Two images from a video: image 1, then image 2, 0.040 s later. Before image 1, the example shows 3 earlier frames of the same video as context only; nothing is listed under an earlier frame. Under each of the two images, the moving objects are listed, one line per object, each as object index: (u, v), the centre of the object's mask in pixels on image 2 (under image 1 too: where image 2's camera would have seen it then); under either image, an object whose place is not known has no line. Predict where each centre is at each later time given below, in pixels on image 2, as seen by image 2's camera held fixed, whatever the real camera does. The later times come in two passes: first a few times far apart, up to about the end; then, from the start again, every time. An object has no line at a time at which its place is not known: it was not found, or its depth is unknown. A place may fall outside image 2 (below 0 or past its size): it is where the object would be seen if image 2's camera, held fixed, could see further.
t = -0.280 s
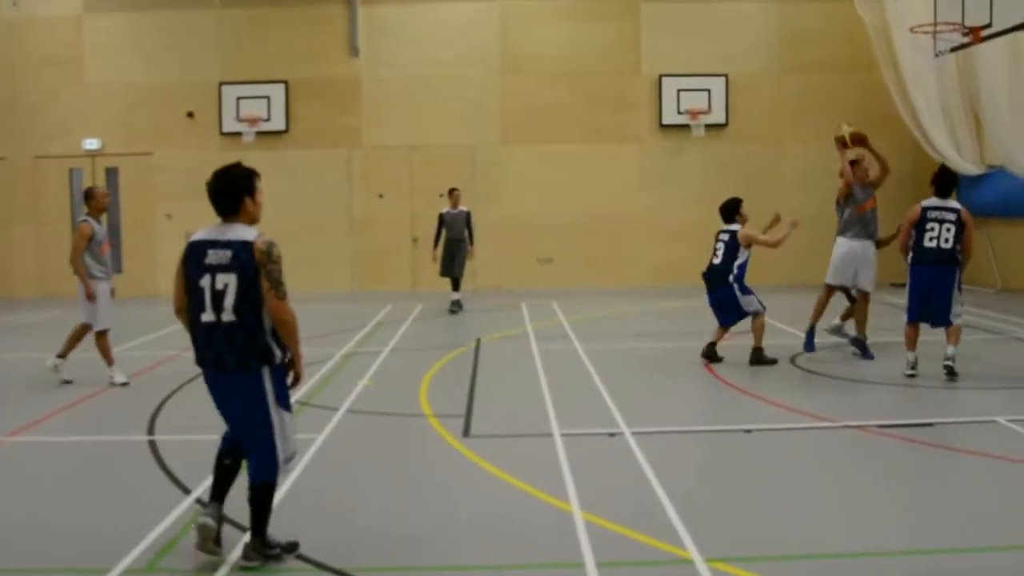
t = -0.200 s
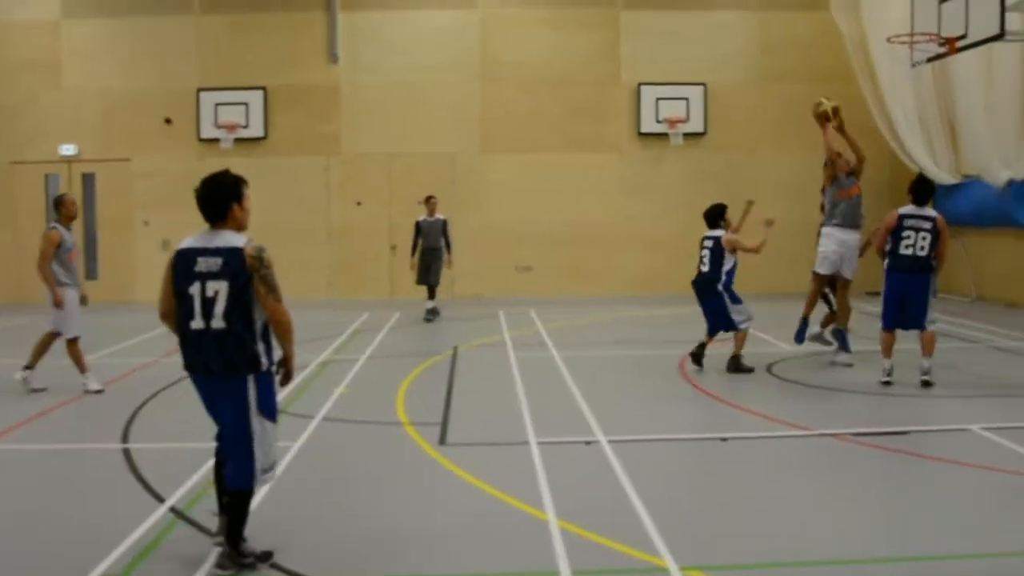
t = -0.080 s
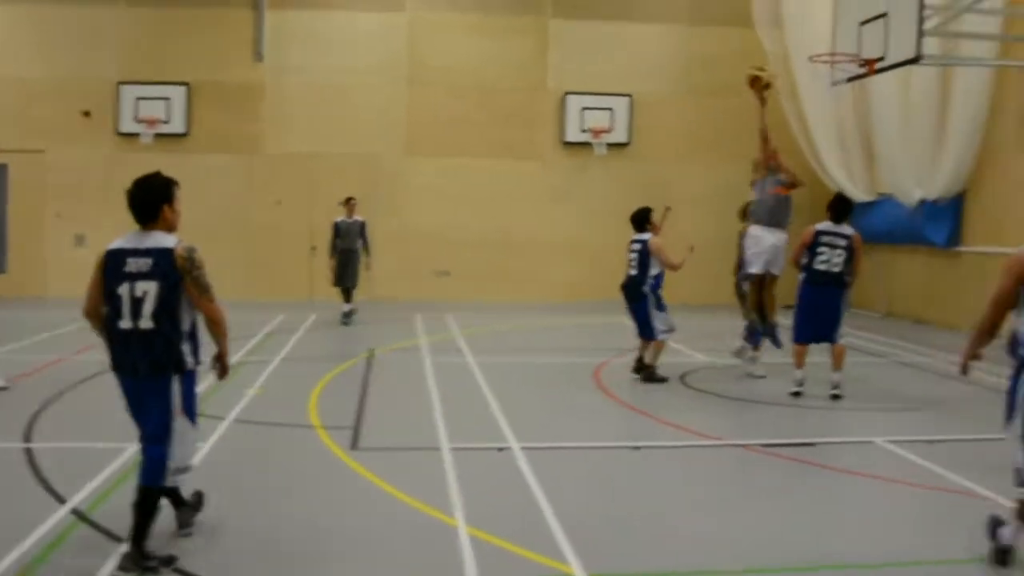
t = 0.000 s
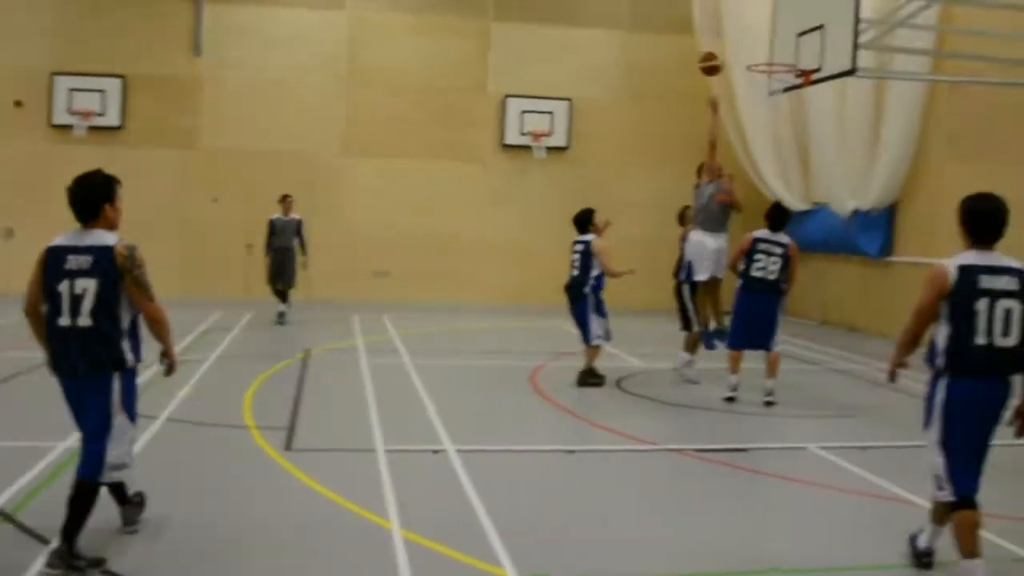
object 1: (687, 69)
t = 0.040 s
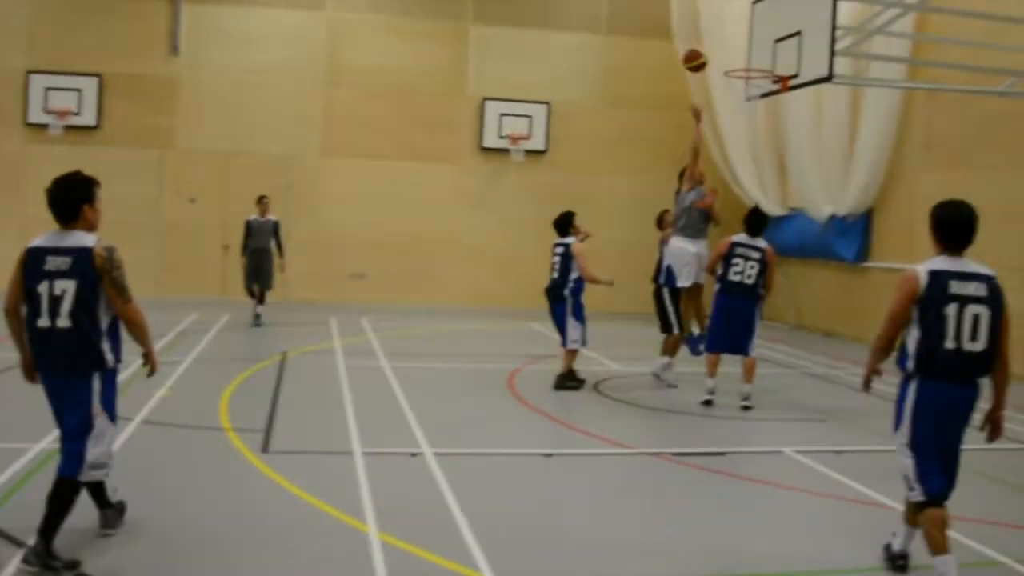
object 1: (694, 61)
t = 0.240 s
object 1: (722, 39)
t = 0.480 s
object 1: (754, 70)
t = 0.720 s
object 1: (749, 111)
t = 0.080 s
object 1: (701, 54)
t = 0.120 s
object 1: (707, 46)
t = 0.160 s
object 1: (712, 42)
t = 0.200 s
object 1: (717, 40)
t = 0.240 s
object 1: (722, 39)
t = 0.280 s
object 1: (728, 40)
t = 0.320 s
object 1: (734, 43)
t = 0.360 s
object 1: (739, 48)
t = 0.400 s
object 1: (744, 53)
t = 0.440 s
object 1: (749, 61)
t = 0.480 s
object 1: (754, 70)
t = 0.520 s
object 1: (755, 77)
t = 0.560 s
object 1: (755, 85)
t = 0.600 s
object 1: (756, 94)
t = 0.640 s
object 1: (755, 99)
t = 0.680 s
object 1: (752, 104)
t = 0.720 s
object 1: (749, 111)
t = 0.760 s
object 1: (746, 119)
